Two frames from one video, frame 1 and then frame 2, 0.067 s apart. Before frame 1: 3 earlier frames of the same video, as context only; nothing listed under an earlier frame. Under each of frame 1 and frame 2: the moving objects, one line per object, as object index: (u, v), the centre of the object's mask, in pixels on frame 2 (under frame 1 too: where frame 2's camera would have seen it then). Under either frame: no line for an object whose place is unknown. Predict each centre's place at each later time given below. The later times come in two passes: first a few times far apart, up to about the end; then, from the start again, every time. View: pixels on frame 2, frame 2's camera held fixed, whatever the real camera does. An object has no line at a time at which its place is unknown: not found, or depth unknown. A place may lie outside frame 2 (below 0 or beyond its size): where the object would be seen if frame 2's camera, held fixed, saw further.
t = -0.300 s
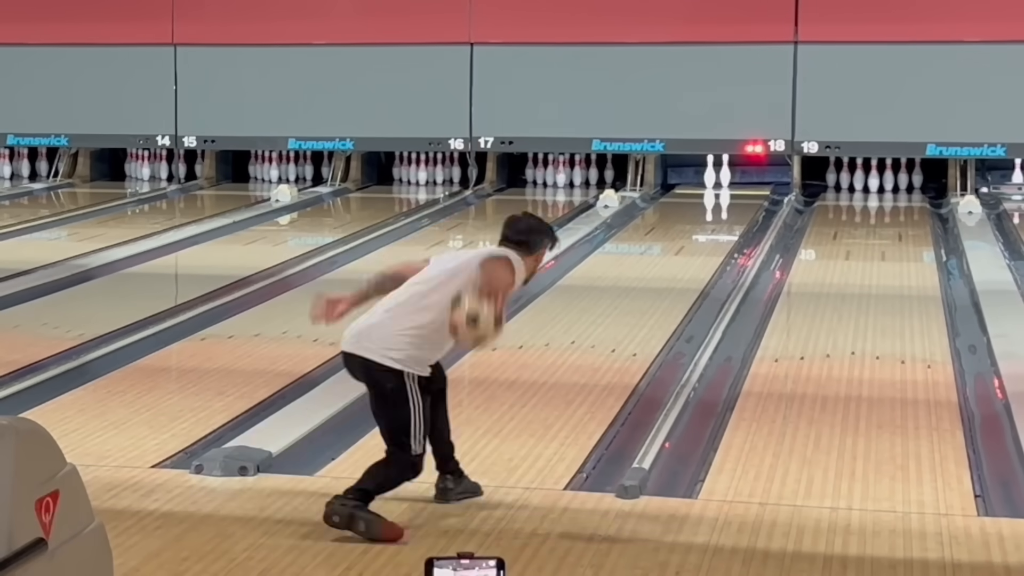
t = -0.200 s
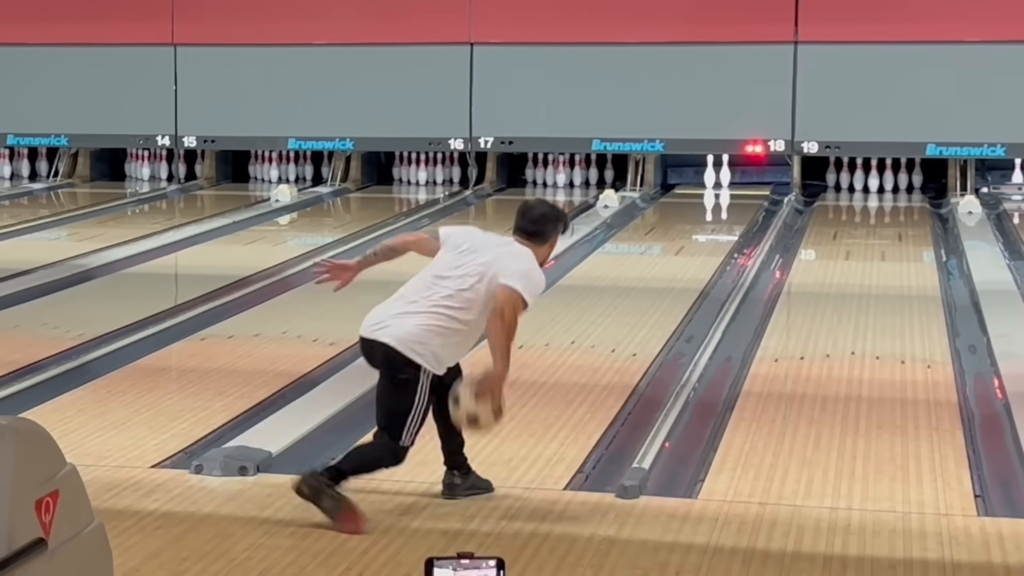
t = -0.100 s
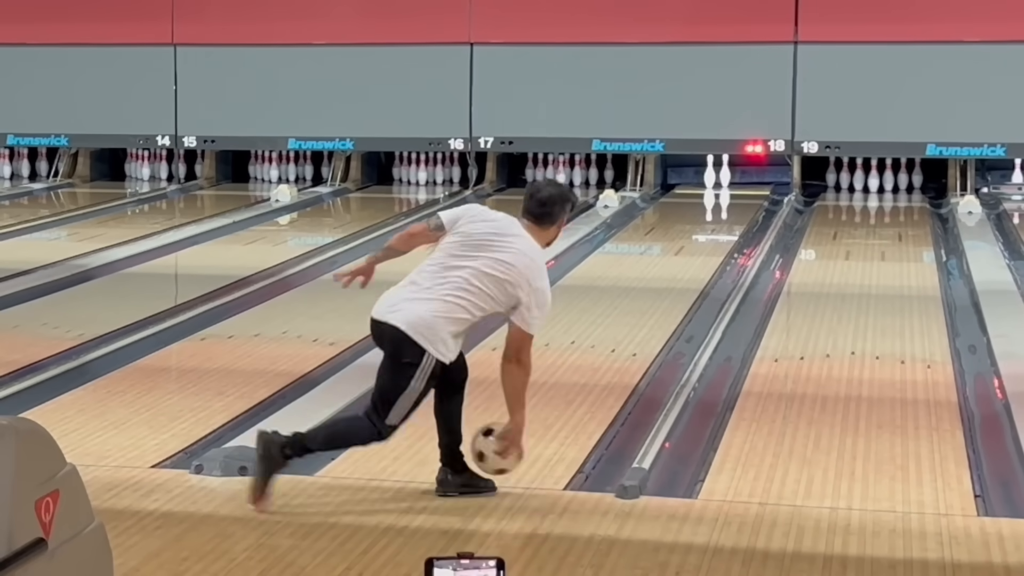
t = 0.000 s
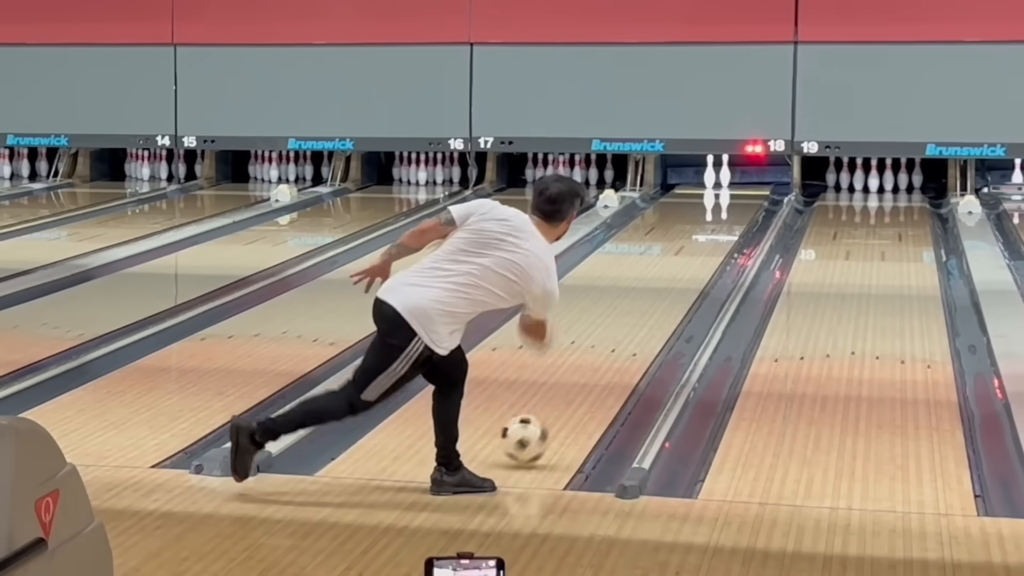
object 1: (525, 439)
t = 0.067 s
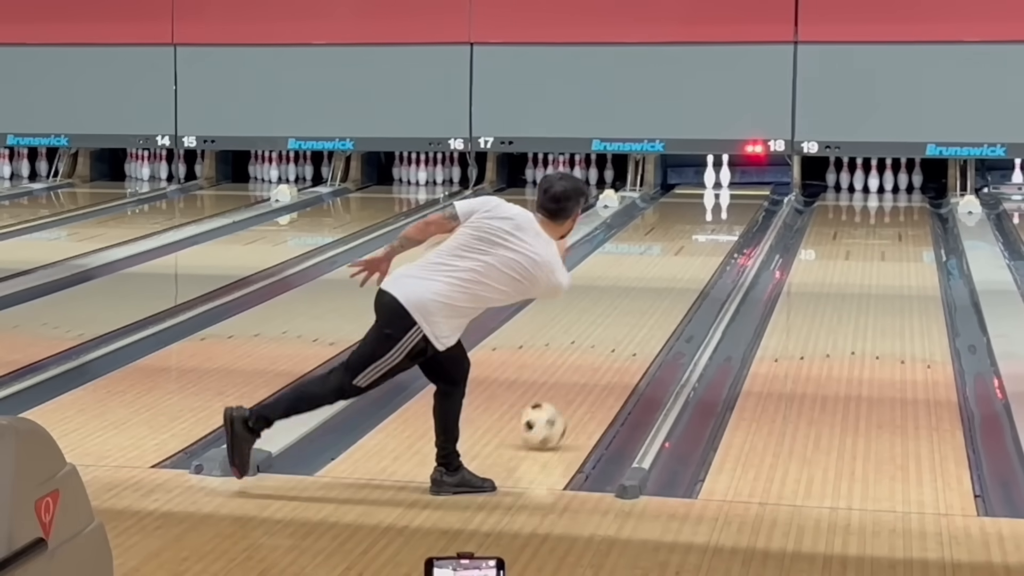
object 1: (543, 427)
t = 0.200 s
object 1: (570, 396)
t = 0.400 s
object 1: (605, 357)
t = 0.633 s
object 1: (636, 321)
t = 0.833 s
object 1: (656, 296)
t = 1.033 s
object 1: (671, 274)
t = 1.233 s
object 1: (682, 256)
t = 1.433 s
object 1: (692, 240)
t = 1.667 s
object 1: (700, 224)
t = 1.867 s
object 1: (707, 213)
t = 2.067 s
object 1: (711, 202)
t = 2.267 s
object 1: (714, 193)
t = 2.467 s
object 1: (716, 185)
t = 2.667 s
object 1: (717, 178)
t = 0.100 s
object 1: (549, 419)
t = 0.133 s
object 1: (557, 411)
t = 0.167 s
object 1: (564, 403)
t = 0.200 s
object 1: (570, 396)
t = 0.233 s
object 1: (577, 389)
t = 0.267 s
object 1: (584, 382)
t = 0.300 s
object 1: (590, 374)
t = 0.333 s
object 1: (596, 368)
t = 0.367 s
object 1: (601, 362)
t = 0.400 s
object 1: (605, 357)
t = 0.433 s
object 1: (607, 352)
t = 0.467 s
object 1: (620, 343)
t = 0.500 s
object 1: (620, 340)
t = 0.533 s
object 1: (625, 335)
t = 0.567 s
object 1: (628, 330)
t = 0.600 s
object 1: (632, 325)
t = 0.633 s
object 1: (636, 321)
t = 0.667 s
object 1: (641, 316)
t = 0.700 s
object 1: (643, 312)
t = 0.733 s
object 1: (647, 308)
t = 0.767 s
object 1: (649, 303)
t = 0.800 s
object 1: (652, 300)
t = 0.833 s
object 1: (656, 296)
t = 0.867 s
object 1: (658, 292)
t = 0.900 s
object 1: (661, 288)
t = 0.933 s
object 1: (663, 285)
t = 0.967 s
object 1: (666, 280)
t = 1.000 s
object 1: (668, 277)
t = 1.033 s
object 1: (671, 274)
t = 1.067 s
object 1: (673, 271)
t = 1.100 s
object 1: (674, 268)
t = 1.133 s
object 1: (676, 265)
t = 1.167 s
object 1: (678, 262)
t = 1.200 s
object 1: (680, 259)
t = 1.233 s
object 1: (682, 256)
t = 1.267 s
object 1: (684, 254)
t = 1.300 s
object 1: (686, 250)
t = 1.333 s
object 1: (687, 248)
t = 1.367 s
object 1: (688, 245)
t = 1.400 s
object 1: (690, 243)
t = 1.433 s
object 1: (692, 240)
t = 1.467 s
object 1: (693, 238)
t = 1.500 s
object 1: (695, 236)
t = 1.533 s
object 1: (695, 233)
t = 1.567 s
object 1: (697, 231)
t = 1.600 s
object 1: (698, 229)
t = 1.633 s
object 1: (699, 227)
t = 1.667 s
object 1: (700, 224)
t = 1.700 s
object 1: (702, 223)
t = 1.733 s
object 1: (703, 221)
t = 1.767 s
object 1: (704, 219)
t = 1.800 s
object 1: (705, 217)
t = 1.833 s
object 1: (705, 214)
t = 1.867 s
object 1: (707, 213)
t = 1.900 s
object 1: (708, 211)
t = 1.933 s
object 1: (709, 209)
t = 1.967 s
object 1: (709, 207)
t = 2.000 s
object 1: (710, 206)
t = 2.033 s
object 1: (711, 204)
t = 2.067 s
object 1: (711, 202)
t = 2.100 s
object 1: (712, 201)
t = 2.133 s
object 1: (712, 200)
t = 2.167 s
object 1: (713, 198)
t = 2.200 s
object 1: (714, 196)
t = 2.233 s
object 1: (714, 195)
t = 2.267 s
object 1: (714, 193)
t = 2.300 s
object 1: (715, 192)
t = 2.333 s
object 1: (715, 191)
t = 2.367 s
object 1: (716, 189)
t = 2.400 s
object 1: (716, 188)
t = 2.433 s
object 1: (716, 187)
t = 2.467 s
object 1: (716, 185)
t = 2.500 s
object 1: (715, 184)
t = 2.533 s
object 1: (717, 184)
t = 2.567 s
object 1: (715, 182)
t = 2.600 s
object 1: (714, 181)
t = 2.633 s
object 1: (716, 179)
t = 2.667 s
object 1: (717, 178)
